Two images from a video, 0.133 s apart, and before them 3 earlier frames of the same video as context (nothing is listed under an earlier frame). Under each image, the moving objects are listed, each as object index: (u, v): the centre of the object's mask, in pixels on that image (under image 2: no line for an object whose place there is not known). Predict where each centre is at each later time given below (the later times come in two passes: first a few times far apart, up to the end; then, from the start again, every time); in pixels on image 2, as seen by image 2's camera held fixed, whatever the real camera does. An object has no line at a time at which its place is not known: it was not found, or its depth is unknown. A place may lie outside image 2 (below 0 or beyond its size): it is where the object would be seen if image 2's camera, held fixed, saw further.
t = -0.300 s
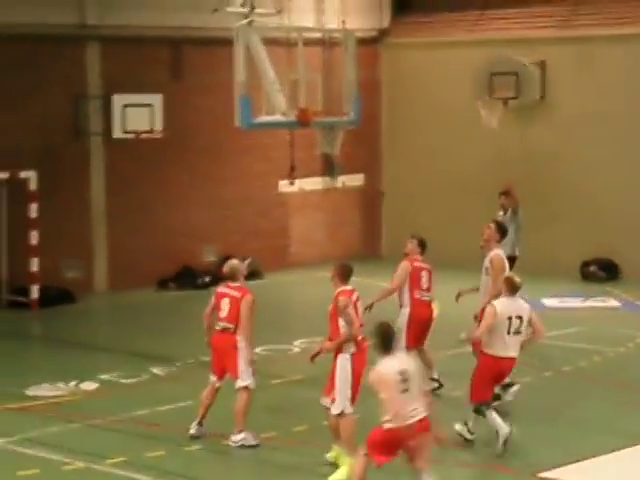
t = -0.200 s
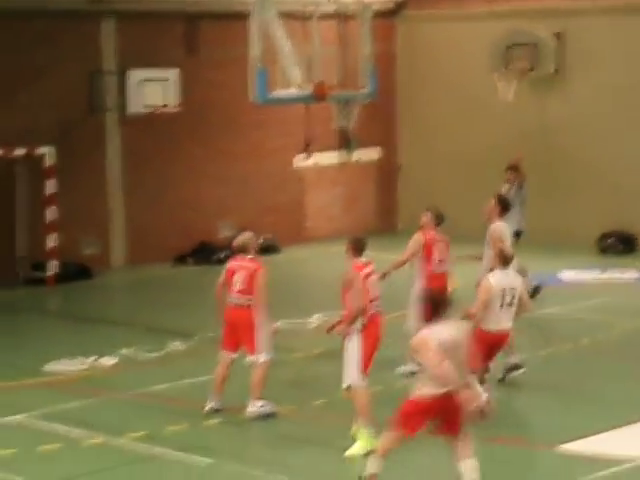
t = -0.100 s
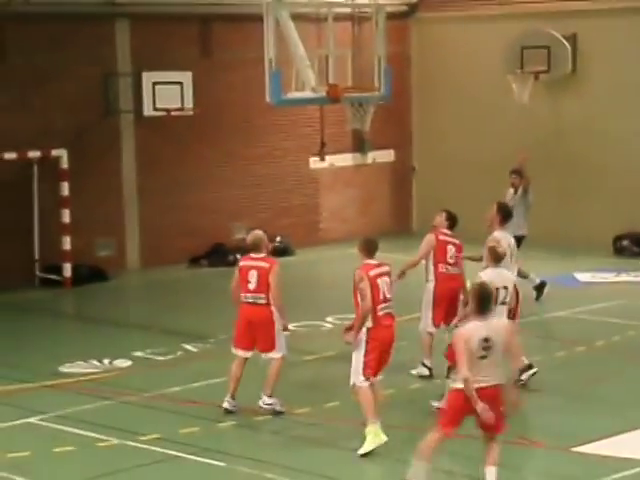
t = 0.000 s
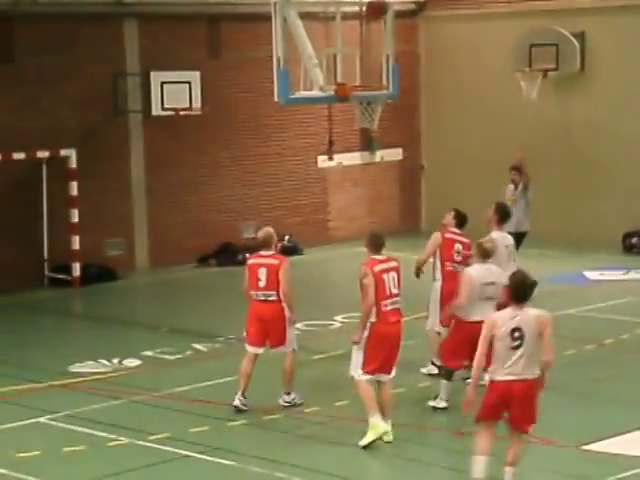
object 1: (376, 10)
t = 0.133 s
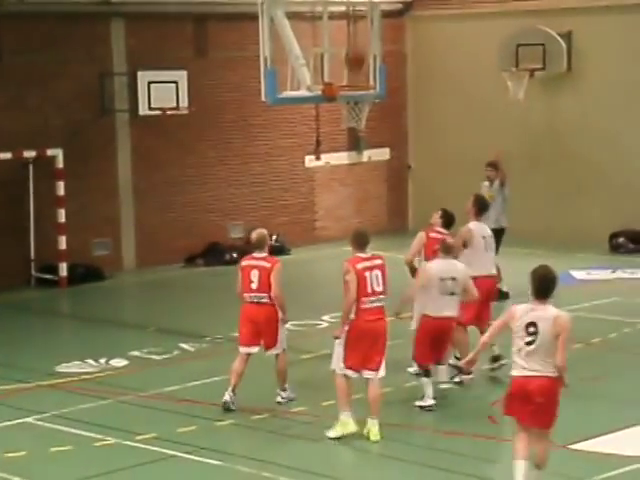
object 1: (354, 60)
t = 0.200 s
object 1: (351, 75)
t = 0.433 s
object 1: (356, 59)
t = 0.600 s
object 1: (384, 68)
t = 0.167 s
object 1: (352, 74)
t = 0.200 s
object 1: (351, 75)
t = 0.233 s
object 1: (351, 70)
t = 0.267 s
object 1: (351, 67)
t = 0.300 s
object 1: (351, 64)
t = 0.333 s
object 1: (351, 62)
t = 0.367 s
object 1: (351, 61)
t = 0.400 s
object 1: (351, 60)
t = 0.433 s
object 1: (356, 59)
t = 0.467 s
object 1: (362, 58)
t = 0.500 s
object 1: (367, 60)
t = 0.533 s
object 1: (373, 61)
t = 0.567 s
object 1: (379, 62)
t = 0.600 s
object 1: (384, 68)
